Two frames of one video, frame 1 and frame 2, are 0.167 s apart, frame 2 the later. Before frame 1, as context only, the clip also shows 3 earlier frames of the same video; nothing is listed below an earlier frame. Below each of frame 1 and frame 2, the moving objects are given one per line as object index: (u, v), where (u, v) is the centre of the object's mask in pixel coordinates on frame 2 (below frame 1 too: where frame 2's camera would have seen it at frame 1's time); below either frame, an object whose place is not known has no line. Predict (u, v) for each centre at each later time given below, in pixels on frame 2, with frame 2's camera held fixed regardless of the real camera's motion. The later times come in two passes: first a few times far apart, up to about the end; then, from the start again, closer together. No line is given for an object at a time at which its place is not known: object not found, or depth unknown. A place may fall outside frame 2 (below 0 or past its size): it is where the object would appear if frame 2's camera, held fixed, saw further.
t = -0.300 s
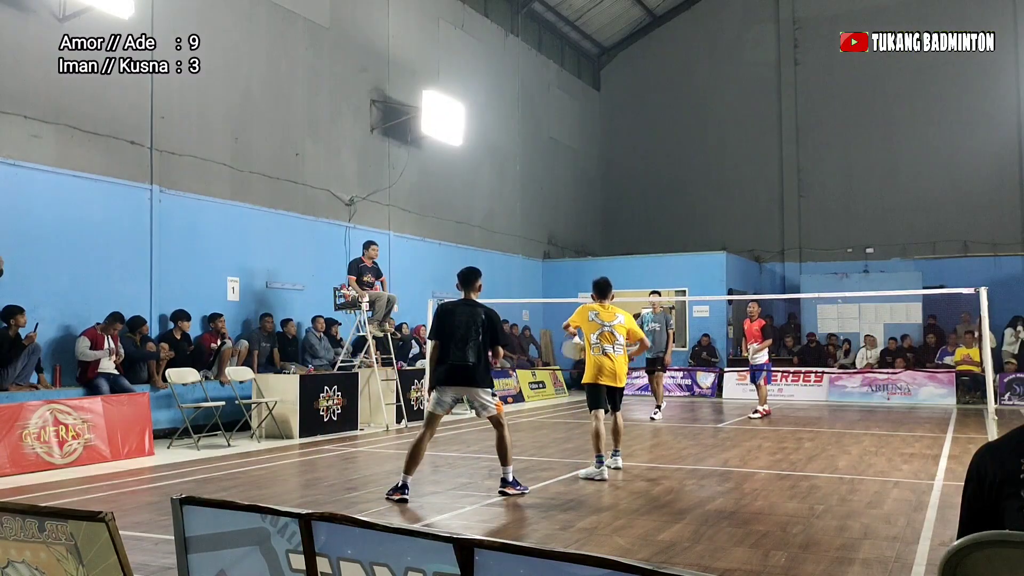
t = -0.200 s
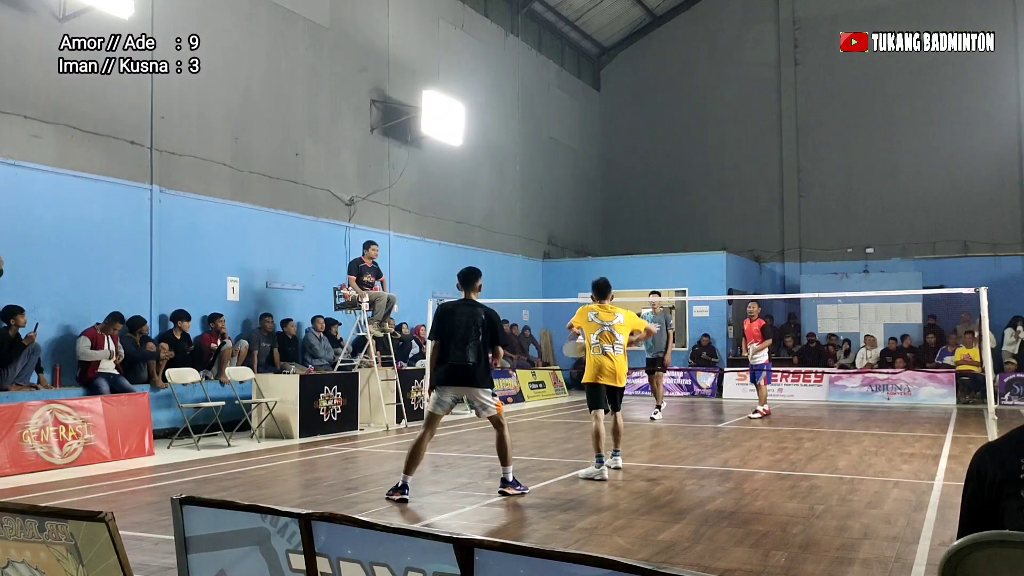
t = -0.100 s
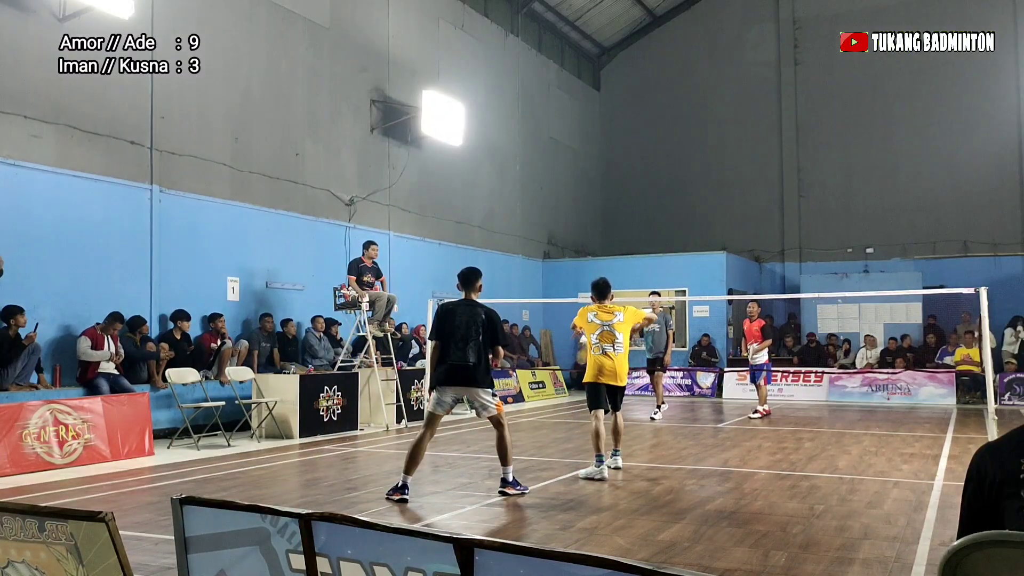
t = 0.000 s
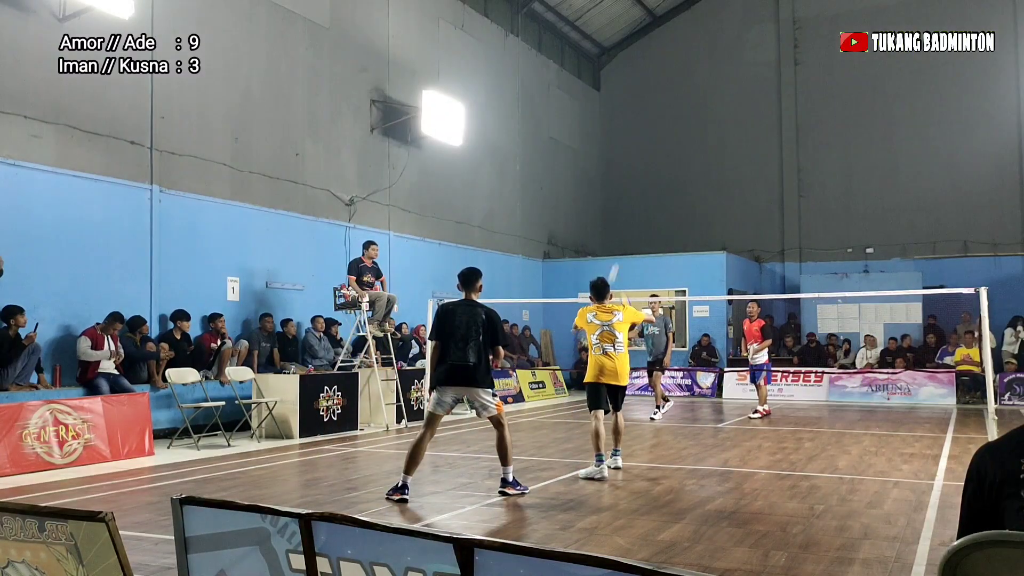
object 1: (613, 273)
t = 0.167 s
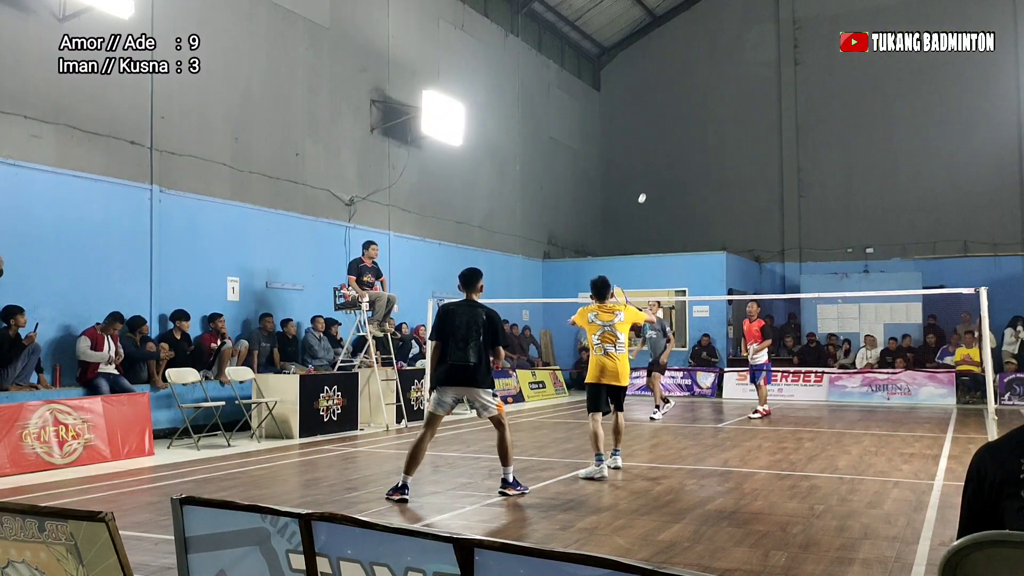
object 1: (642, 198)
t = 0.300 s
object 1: (654, 178)
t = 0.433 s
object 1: (663, 175)
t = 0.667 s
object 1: (674, 196)
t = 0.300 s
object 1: (654, 178)
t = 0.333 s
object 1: (656, 176)
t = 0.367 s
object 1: (659, 175)
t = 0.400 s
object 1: (661, 175)
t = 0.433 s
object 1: (663, 175)
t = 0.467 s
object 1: (665, 176)
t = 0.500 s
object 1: (667, 178)
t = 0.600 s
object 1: (671, 187)
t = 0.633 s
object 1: (673, 192)
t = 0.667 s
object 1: (674, 196)
